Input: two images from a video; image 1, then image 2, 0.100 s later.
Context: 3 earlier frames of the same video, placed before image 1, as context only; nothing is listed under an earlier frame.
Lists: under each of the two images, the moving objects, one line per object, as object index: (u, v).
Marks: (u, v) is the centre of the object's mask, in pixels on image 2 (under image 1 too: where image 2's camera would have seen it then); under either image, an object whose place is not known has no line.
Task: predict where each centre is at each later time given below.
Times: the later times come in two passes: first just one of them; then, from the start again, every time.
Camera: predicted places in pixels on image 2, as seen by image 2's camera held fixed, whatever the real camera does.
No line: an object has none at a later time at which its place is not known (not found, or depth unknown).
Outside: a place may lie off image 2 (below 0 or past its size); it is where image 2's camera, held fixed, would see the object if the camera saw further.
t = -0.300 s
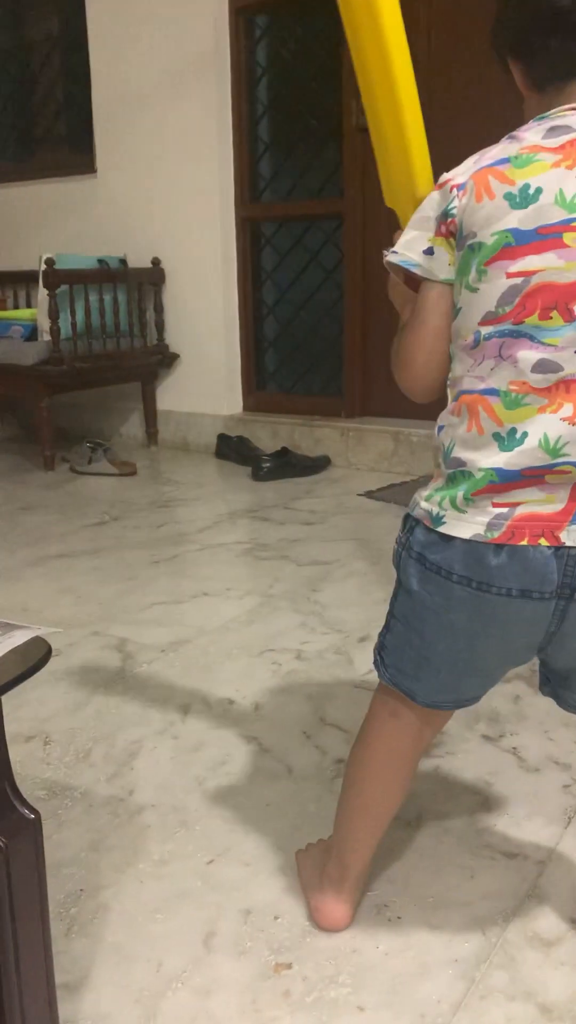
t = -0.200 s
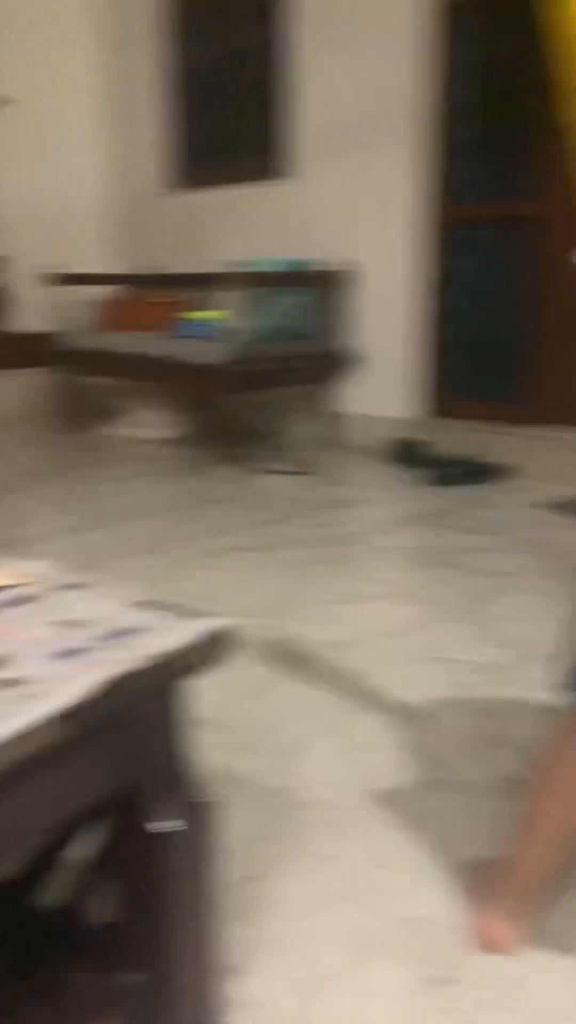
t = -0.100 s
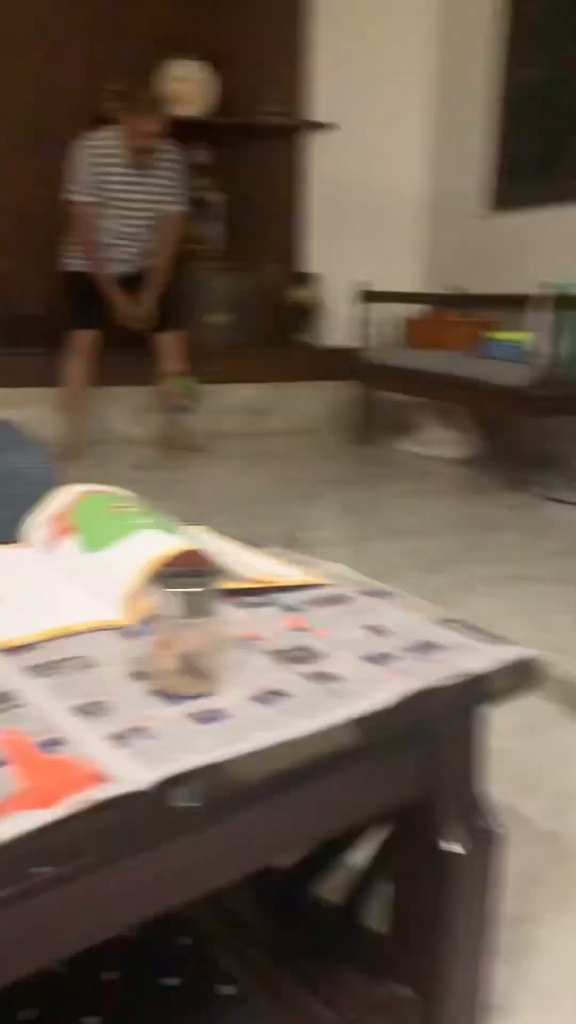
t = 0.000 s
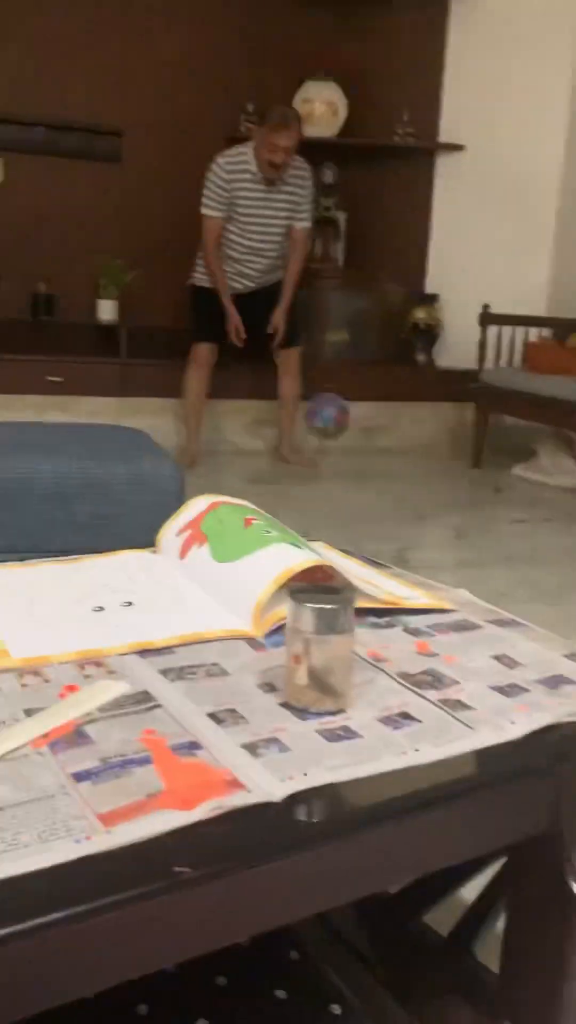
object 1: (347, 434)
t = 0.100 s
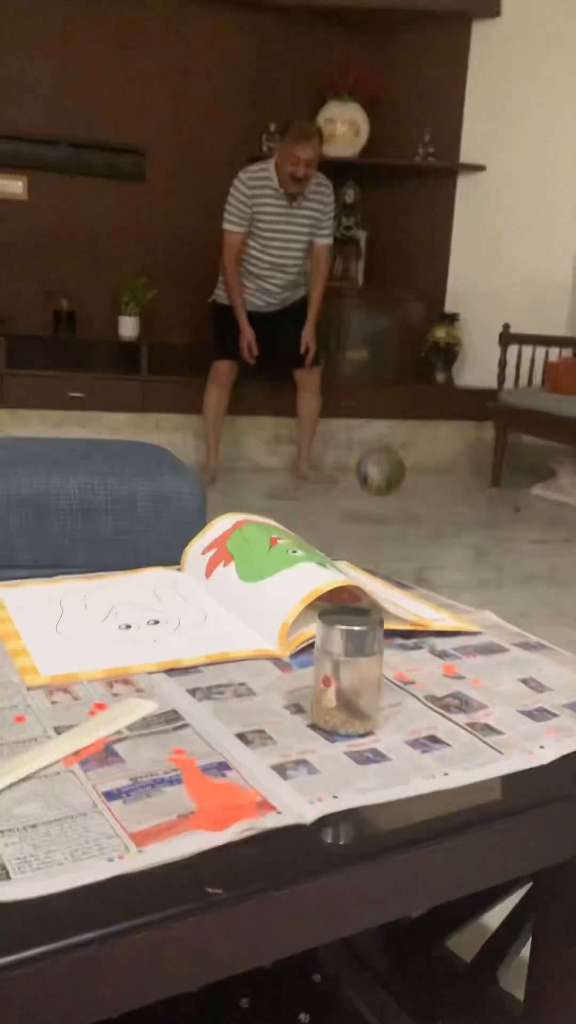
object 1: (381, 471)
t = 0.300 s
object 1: (471, 518)
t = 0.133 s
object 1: (392, 490)
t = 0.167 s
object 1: (401, 516)
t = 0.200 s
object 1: (416, 534)
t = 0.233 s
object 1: (435, 525)
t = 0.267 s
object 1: (453, 521)
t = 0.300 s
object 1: (471, 518)
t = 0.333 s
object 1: (490, 515)
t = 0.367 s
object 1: (511, 518)
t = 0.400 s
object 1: (531, 524)
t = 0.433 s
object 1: (562, 539)
